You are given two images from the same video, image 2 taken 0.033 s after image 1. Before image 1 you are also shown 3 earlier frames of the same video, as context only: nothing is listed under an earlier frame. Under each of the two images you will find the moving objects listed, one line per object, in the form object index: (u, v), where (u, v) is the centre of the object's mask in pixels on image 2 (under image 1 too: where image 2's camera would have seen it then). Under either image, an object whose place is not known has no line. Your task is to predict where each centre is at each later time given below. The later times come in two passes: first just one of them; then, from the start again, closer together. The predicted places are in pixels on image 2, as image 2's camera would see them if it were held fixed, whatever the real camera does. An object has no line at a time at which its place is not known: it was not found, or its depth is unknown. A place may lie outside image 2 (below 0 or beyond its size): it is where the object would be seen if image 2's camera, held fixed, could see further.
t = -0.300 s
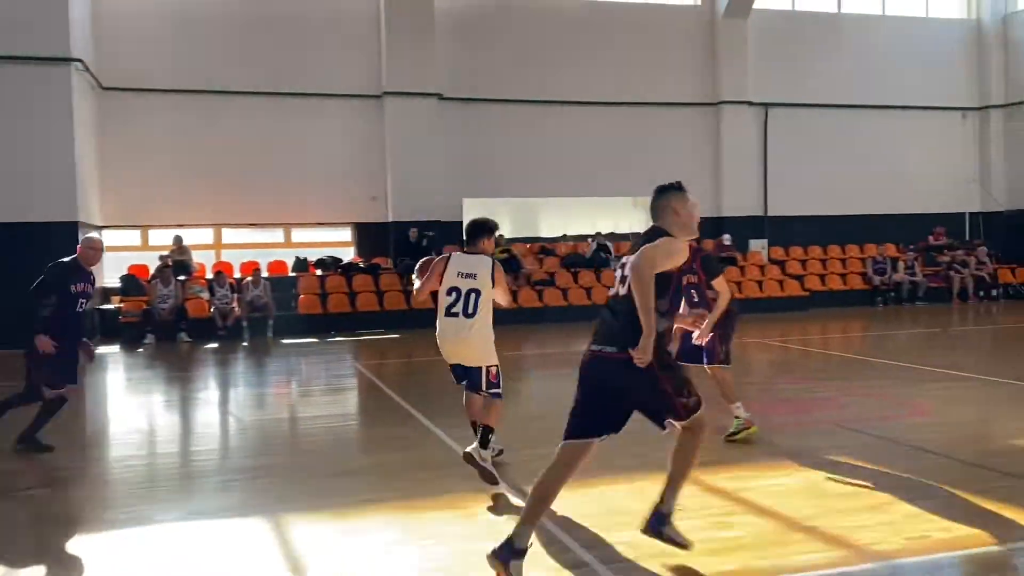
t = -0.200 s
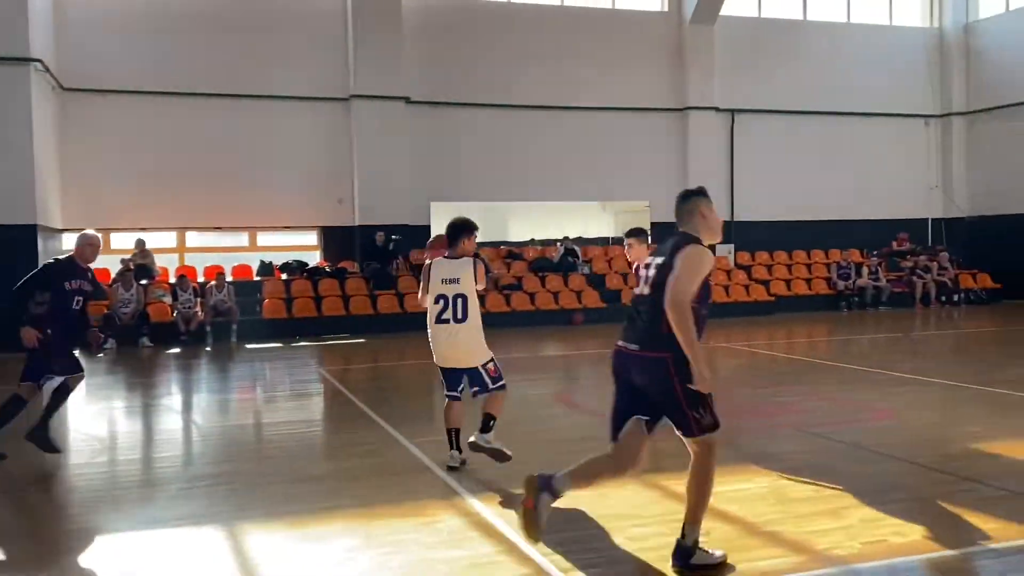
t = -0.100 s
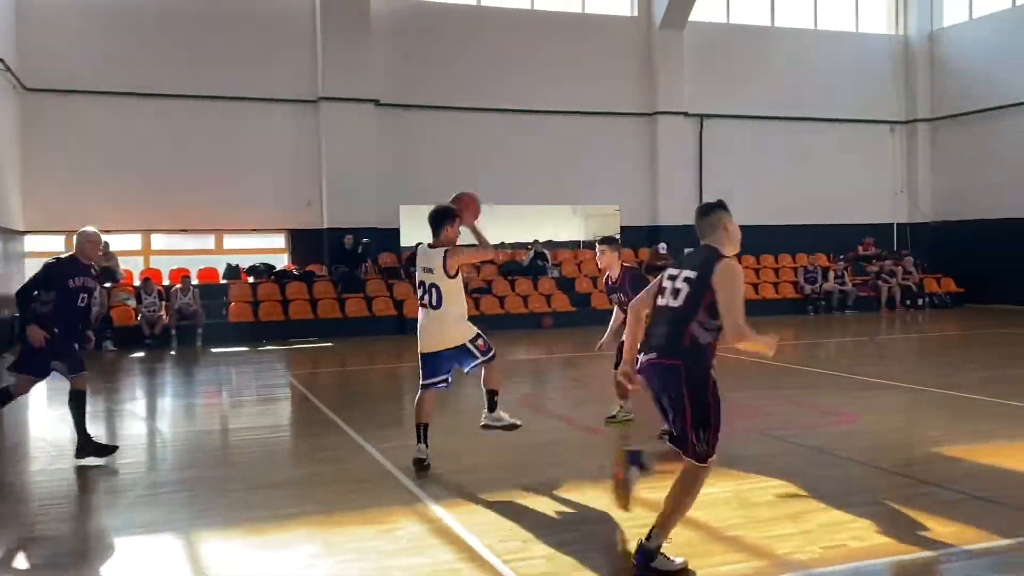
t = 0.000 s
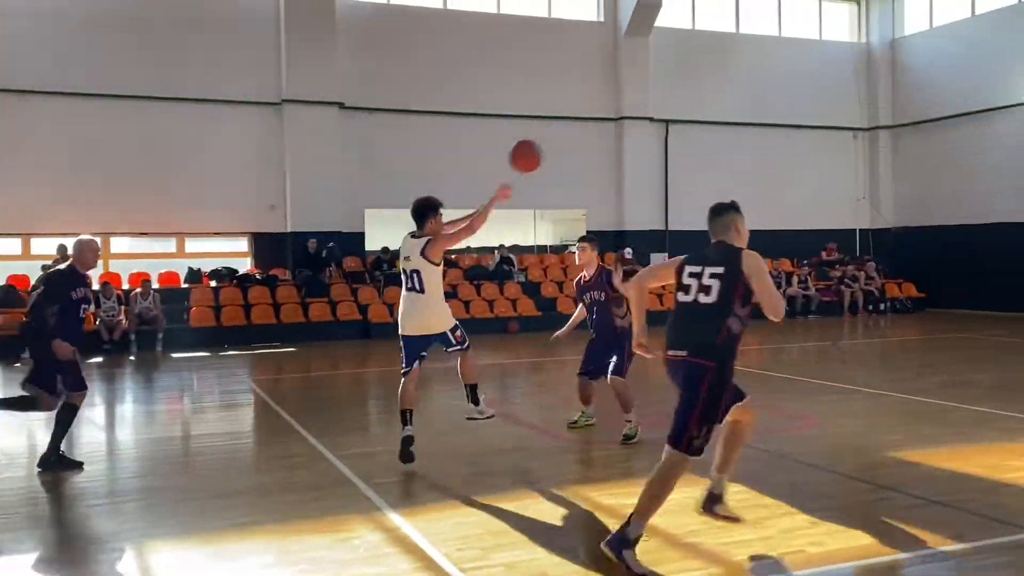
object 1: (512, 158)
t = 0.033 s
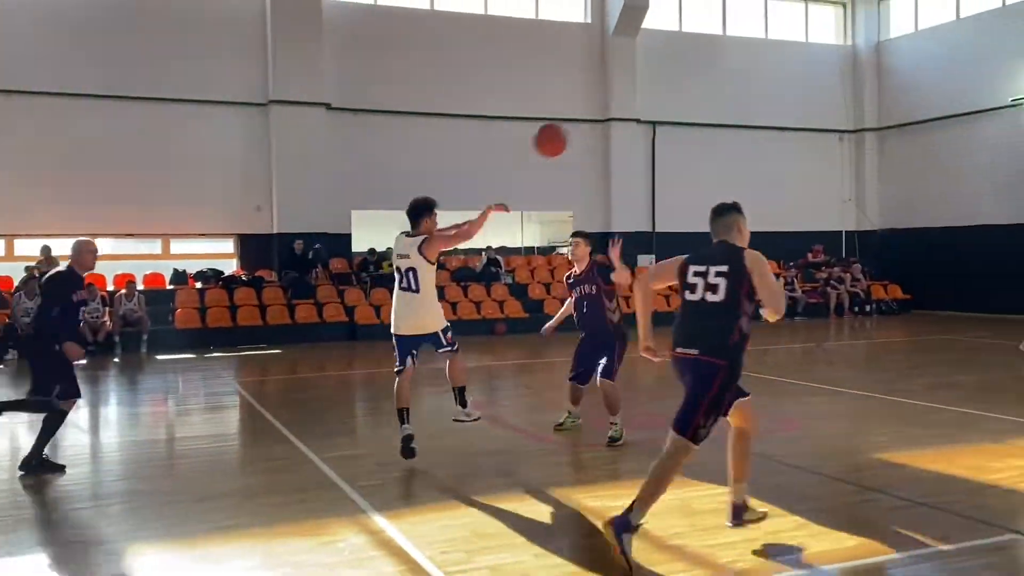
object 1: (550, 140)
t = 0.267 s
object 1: (828, 55)
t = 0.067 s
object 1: (589, 124)
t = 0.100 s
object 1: (628, 109)
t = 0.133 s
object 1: (668, 95)
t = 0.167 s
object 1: (708, 82)
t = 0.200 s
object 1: (747, 72)
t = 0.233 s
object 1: (787, 62)
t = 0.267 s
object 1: (828, 55)
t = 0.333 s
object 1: (907, 43)
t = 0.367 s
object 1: (948, 40)
